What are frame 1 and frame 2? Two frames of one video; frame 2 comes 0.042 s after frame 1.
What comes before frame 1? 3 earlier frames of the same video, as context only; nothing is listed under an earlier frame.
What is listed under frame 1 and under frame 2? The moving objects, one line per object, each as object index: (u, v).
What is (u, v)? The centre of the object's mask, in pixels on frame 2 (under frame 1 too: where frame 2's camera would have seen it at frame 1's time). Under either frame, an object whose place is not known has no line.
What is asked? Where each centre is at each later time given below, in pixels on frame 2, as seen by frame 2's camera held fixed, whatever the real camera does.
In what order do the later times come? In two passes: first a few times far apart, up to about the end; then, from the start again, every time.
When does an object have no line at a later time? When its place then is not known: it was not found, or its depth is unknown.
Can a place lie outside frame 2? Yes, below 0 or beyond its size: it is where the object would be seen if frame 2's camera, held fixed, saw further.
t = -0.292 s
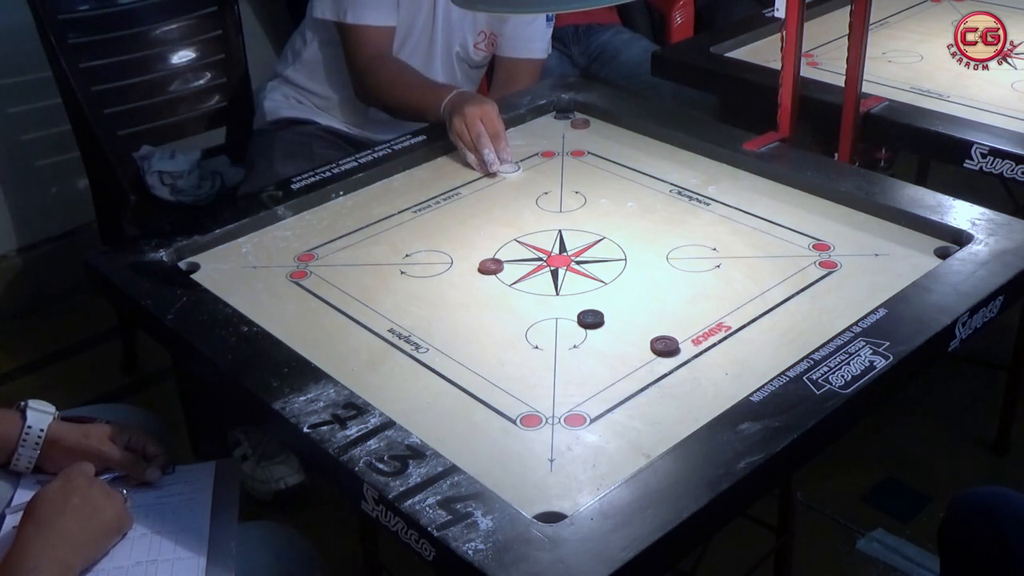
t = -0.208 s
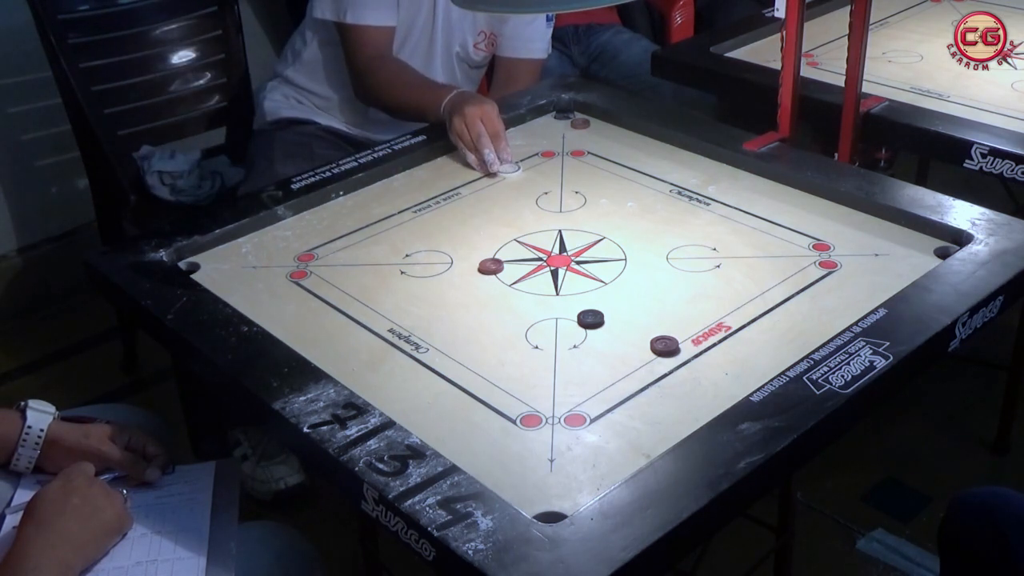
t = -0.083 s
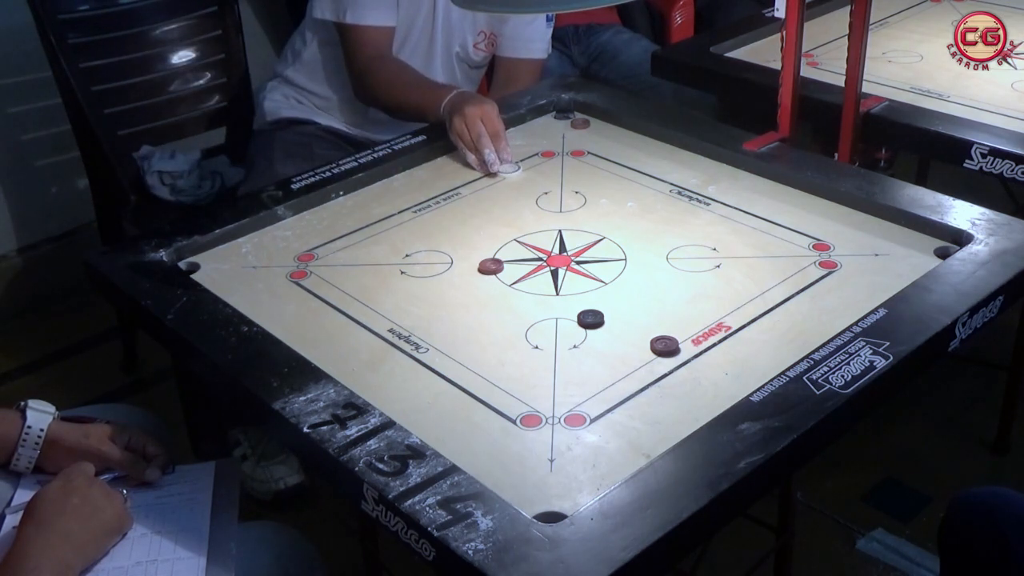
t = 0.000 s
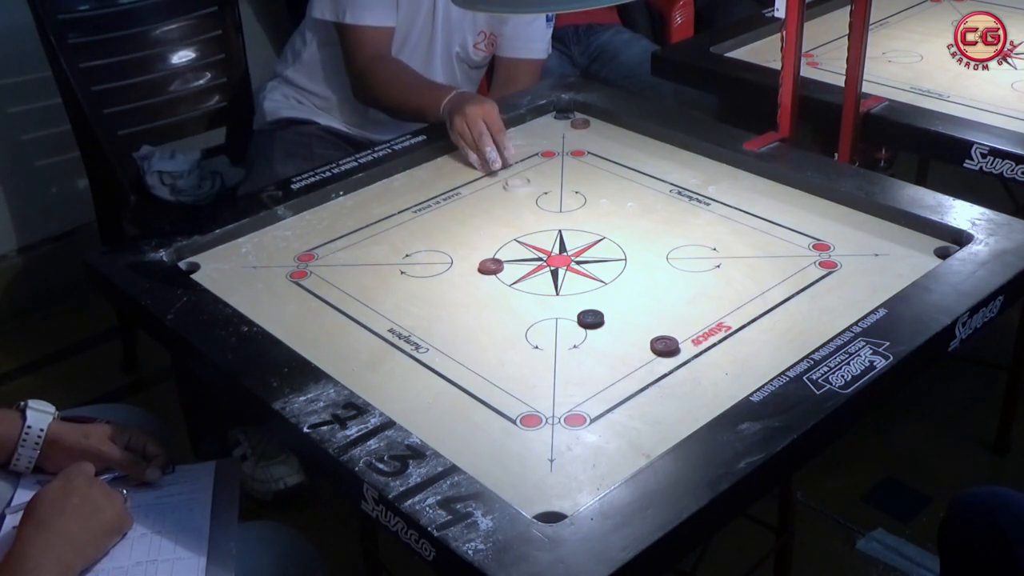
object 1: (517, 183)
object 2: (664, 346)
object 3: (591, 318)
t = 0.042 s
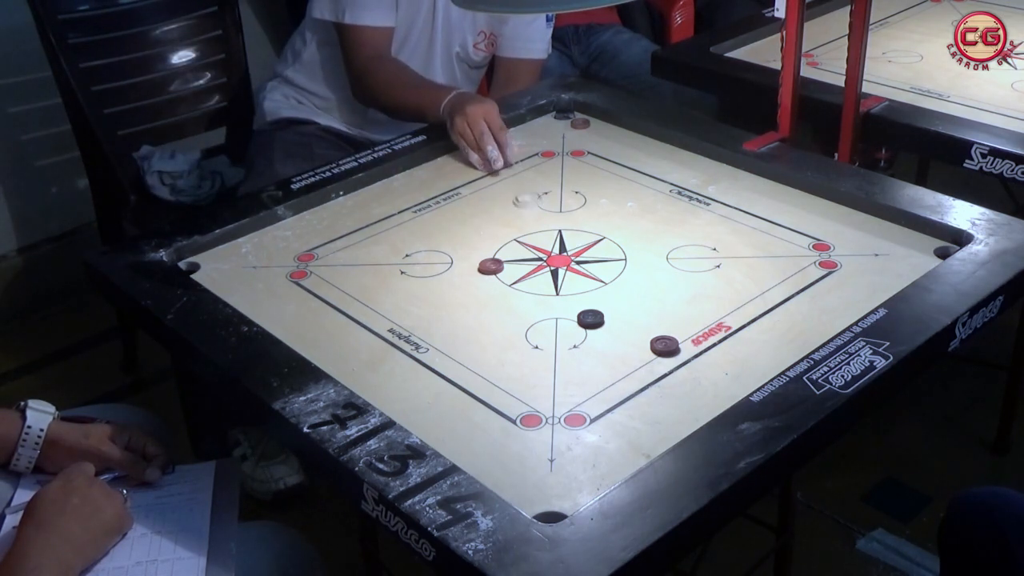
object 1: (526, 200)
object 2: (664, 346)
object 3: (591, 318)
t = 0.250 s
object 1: (582, 282)
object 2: (664, 346)
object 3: (591, 318)
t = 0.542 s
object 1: (641, 341)
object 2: (686, 355)
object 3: (581, 464)
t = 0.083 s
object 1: (538, 216)
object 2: (664, 346)
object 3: (591, 318)
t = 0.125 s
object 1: (549, 232)
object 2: (664, 346)
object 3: (591, 318)
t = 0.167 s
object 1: (560, 248)
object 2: (664, 346)
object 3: (591, 318)
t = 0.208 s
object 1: (571, 265)
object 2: (664, 346)
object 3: (590, 318)
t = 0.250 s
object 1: (582, 282)
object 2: (664, 346)
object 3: (591, 318)
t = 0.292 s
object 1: (593, 300)
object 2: (664, 346)
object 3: (590, 319)
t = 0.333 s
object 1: (604, 310)
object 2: (664, 346)
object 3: (589, 341)
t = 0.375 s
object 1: (615, 318)
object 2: (664, 346)
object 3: (588, 365)
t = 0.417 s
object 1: (624, 325)
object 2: (664, 346)
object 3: (586, 390)
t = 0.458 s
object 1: (634, 333)
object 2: (665, 346)
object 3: (585, 414)
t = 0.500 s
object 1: (638, 338)
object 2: (673, 349)
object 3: (583, 439)
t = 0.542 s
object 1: (641, 341)
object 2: (686, 355)
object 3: (581, 464)
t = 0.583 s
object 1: (643, 344)
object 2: (696, 360)
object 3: (579, 488)
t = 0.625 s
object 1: (644, 346)
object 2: (704, 364)
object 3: (574, 505)
